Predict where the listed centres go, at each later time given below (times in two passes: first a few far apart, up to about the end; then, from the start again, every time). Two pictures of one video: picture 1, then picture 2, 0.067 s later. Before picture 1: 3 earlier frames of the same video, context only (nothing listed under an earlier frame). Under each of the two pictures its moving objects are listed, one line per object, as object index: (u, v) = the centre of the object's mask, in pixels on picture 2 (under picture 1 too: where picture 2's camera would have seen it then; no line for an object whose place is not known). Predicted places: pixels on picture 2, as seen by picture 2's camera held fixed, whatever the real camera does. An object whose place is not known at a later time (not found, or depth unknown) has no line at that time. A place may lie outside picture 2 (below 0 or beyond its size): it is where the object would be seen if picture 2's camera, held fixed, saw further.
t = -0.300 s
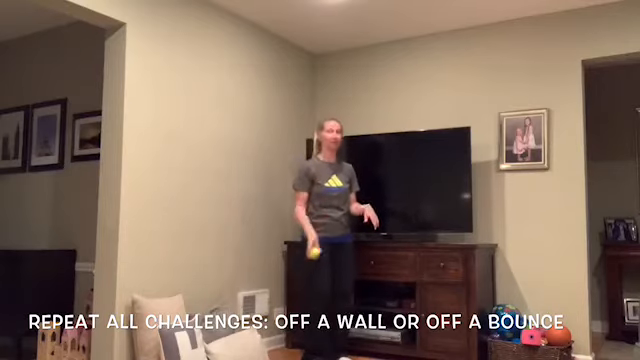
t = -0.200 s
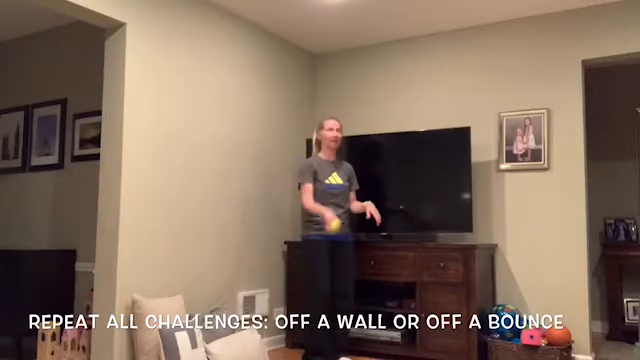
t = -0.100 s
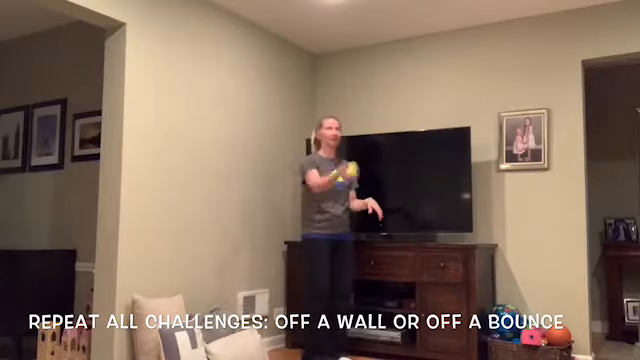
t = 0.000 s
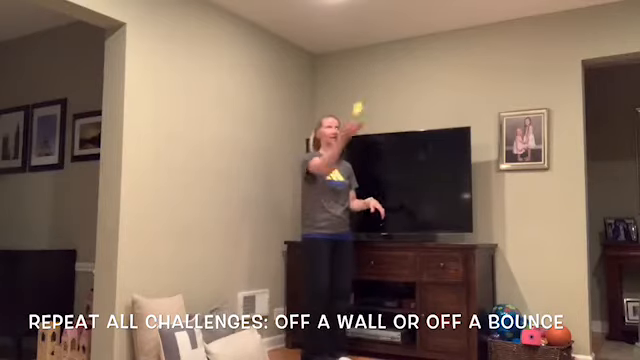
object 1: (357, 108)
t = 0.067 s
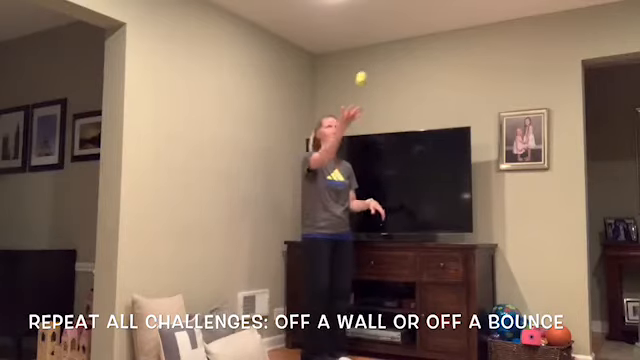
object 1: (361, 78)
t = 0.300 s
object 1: (371, 24)
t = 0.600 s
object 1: (384, 74)
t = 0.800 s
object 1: (392, 186)
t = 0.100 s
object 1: (362, 65)
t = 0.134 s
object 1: (364, 54)
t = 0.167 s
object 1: (365, 44)
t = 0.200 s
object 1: (366, 36)
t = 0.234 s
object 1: (368, 31)
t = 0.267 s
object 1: (369, 27)
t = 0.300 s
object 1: (371, 24)
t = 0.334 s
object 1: (372, 23)
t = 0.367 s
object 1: (374, 24)
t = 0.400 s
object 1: (375, 26)
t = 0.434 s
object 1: (376, 30)
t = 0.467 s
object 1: (378, 36)
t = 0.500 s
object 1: (379, 43)
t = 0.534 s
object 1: (381, 52)
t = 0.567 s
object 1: (382, 63)
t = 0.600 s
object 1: (384, 74)
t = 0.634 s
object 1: (385, 89)
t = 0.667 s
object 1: (386, 104)
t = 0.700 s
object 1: (387, 121)
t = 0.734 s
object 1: (390, 142)
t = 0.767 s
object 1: (391, 163)
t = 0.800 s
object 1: (392, 186)
